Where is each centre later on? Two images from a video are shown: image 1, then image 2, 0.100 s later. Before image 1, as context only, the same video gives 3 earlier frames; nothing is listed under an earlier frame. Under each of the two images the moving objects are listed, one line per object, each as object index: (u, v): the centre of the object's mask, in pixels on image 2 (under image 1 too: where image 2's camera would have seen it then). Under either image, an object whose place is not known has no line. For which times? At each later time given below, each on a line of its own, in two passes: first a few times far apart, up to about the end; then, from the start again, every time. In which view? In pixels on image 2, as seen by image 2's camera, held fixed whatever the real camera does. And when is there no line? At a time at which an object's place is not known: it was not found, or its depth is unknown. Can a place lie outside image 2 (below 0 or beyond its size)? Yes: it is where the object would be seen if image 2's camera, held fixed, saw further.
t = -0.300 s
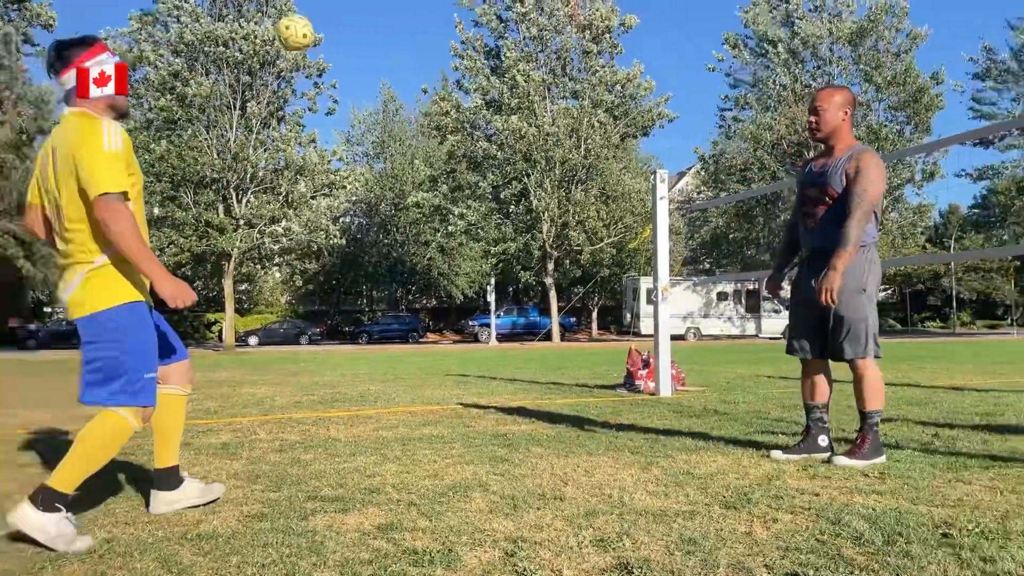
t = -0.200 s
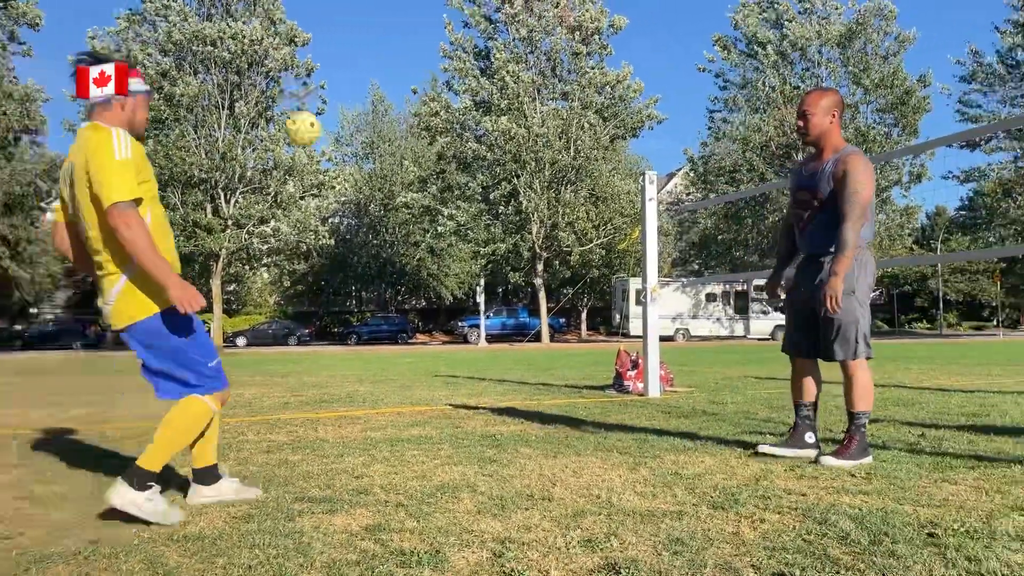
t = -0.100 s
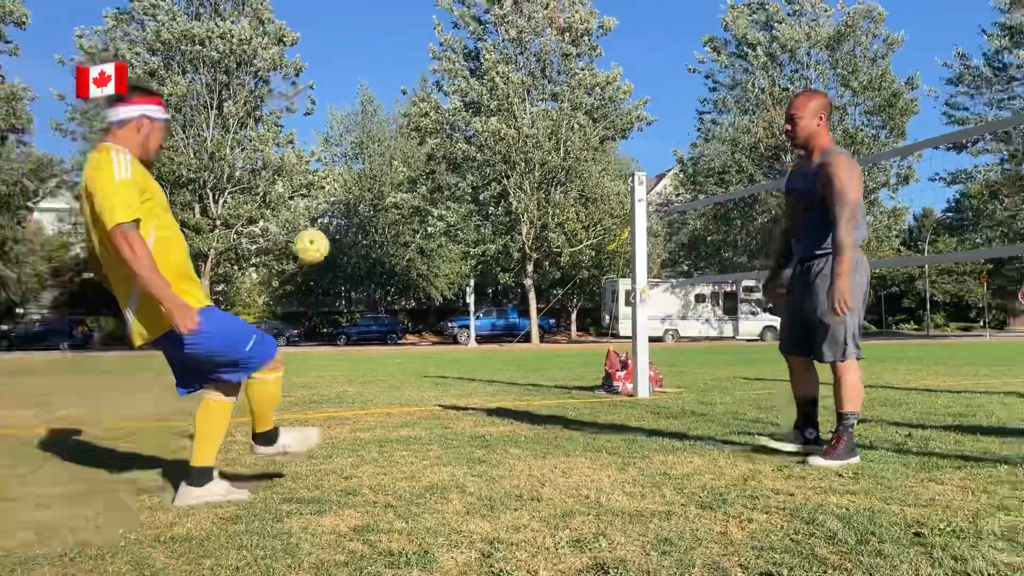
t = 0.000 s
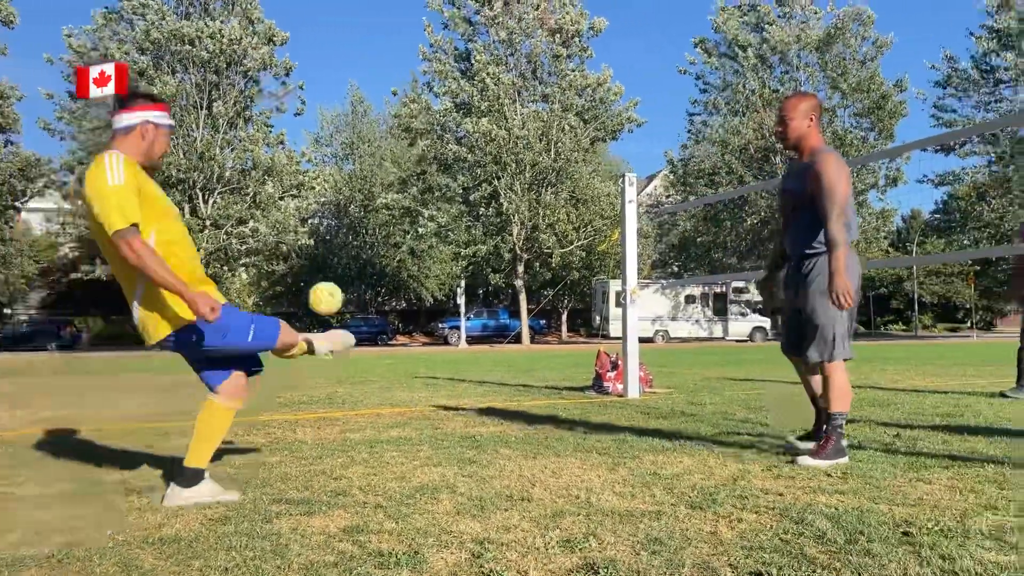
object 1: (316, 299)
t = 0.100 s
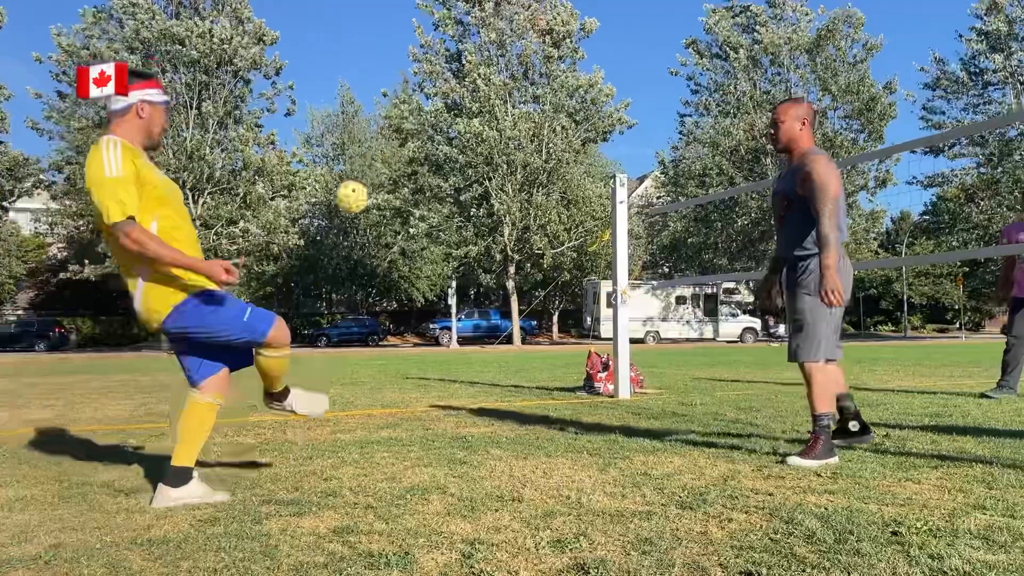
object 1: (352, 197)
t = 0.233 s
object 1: (395, 106)
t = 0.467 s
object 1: (465, 55)
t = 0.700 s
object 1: (530, 118)
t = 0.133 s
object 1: (364, 170)
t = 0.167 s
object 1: (374, 146)
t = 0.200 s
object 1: (385, 127)
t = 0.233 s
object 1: (395, 106)
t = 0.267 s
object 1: (405, 93)
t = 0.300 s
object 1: (415, 79)
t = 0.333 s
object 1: (426, 70)
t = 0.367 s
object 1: (437, 62)
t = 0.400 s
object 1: (447, 56)
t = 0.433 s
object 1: (457, 54)
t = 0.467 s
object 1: (465, 55)
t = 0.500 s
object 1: (477, 58)
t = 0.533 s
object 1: (485, 62)
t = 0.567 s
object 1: (495, 69)
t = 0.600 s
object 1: (504, 78)
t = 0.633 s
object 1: (514, 89)
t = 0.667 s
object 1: (524, 103)
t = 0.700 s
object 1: (530, 118)
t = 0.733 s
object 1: (540, 136)
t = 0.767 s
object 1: (548, 155)
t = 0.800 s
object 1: (555, 175)
